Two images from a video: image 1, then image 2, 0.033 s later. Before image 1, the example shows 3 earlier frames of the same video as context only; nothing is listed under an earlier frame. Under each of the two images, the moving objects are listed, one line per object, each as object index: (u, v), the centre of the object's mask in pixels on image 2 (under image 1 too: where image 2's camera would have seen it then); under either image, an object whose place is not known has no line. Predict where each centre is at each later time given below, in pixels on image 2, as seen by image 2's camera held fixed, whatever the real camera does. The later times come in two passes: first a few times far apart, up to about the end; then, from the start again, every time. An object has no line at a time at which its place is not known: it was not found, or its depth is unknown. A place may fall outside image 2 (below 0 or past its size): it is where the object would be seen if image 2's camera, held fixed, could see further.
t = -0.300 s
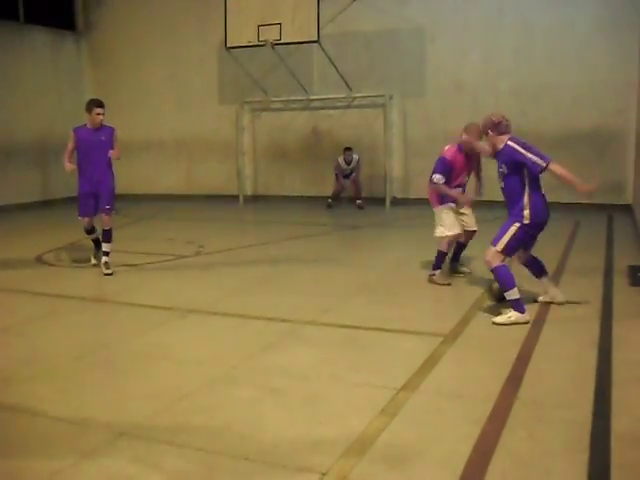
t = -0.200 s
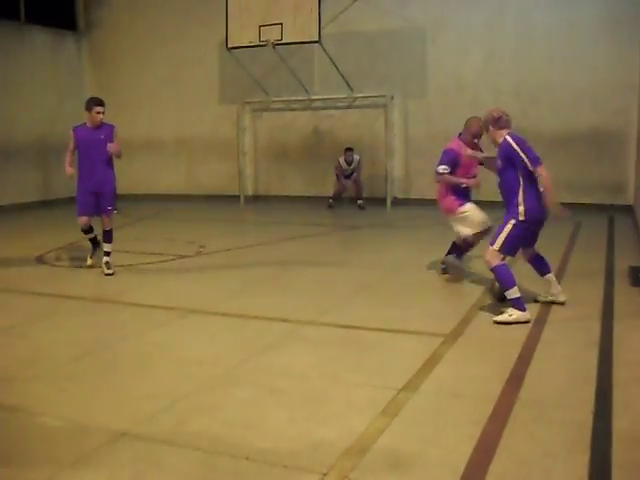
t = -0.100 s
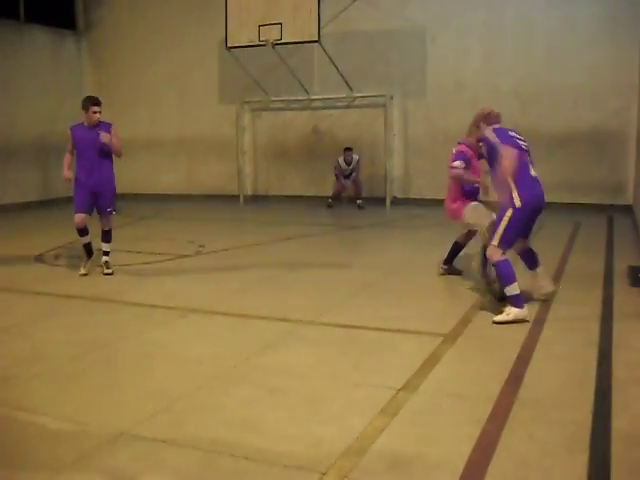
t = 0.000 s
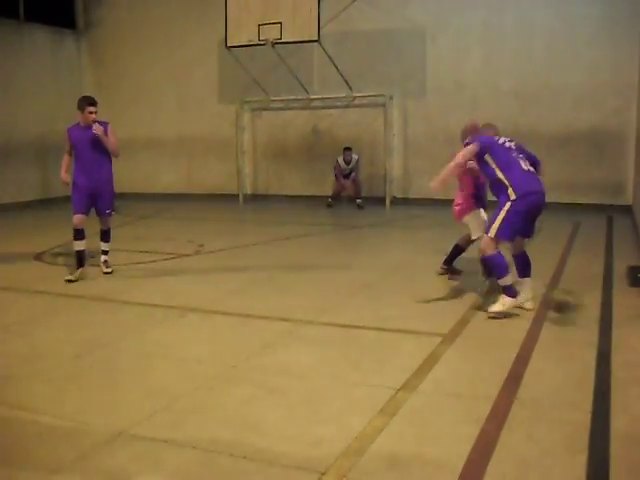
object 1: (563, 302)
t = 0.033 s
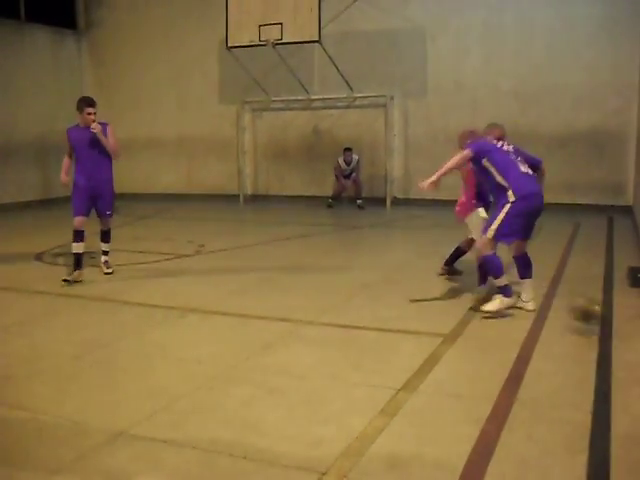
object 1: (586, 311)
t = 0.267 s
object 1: (551, 365)
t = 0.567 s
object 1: (343, 409)
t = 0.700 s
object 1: (247, 427)
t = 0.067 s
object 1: (613, 320)
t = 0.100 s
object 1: (636, 337)
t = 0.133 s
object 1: (630, 346)
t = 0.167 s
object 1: (615, 351)
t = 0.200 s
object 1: (592, 358)
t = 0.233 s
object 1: (570, 361)
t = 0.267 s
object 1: (551, 365)
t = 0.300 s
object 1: (525, 371)
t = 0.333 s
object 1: (501, 376)
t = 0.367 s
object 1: (477, 381)
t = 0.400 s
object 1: (457, 385)
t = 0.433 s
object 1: (435, 391)
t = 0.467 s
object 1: (410, 396)
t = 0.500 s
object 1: (387, 400)
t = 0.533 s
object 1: (365, 404)
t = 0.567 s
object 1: (343, 409)
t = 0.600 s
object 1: (320, 413)
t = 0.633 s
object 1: (296, 418)
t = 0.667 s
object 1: (270, 422)
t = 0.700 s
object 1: (247, 427)
